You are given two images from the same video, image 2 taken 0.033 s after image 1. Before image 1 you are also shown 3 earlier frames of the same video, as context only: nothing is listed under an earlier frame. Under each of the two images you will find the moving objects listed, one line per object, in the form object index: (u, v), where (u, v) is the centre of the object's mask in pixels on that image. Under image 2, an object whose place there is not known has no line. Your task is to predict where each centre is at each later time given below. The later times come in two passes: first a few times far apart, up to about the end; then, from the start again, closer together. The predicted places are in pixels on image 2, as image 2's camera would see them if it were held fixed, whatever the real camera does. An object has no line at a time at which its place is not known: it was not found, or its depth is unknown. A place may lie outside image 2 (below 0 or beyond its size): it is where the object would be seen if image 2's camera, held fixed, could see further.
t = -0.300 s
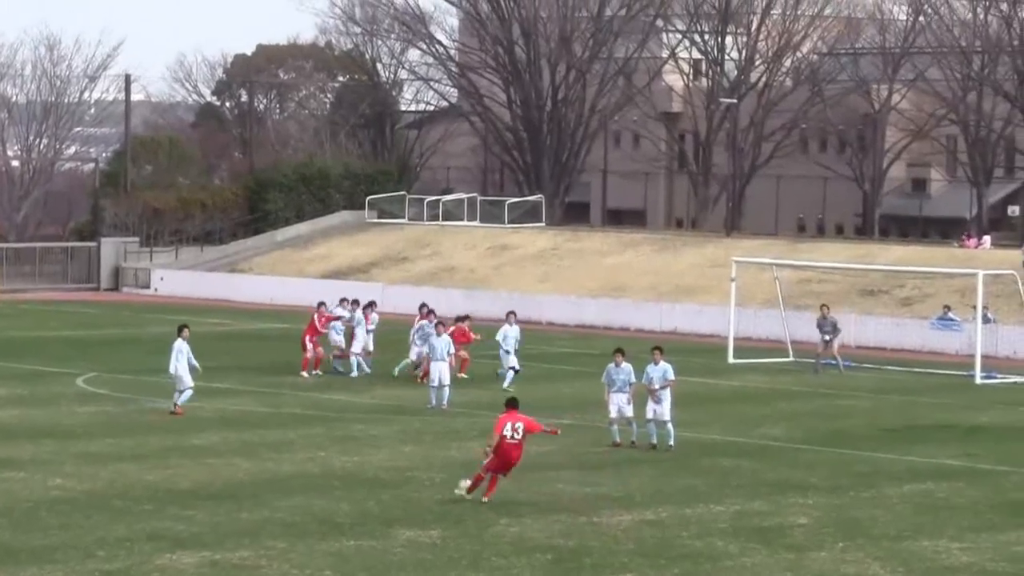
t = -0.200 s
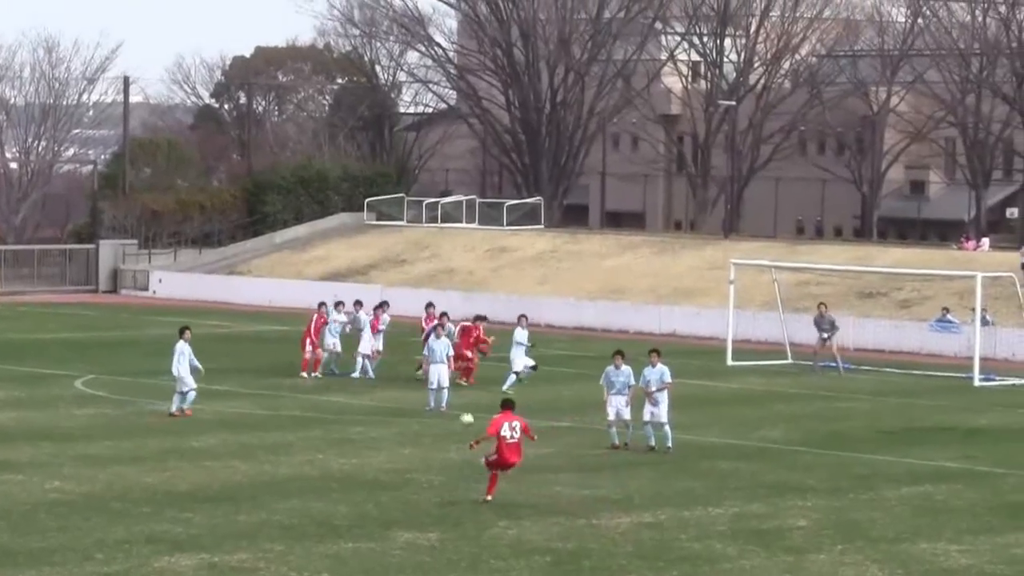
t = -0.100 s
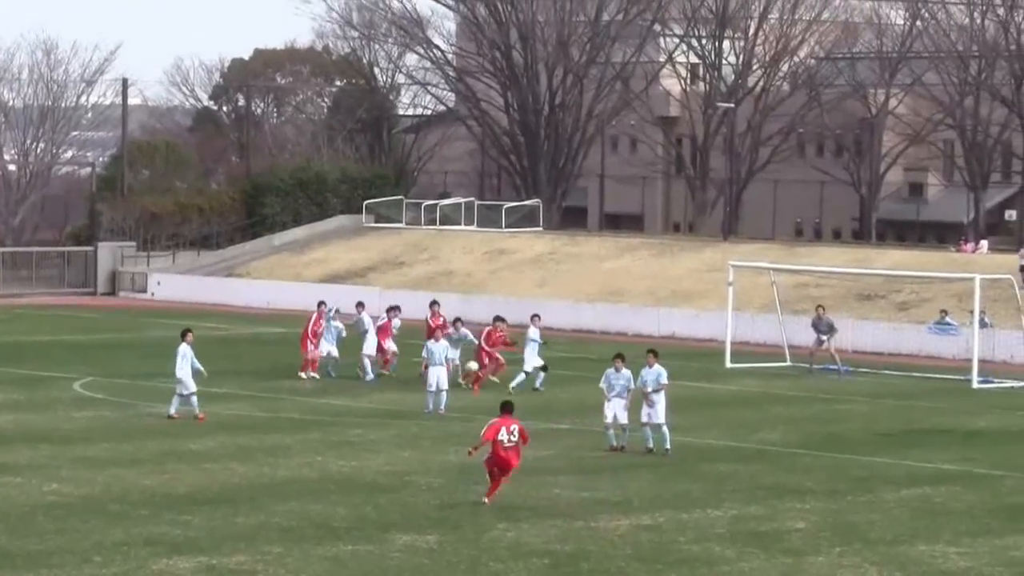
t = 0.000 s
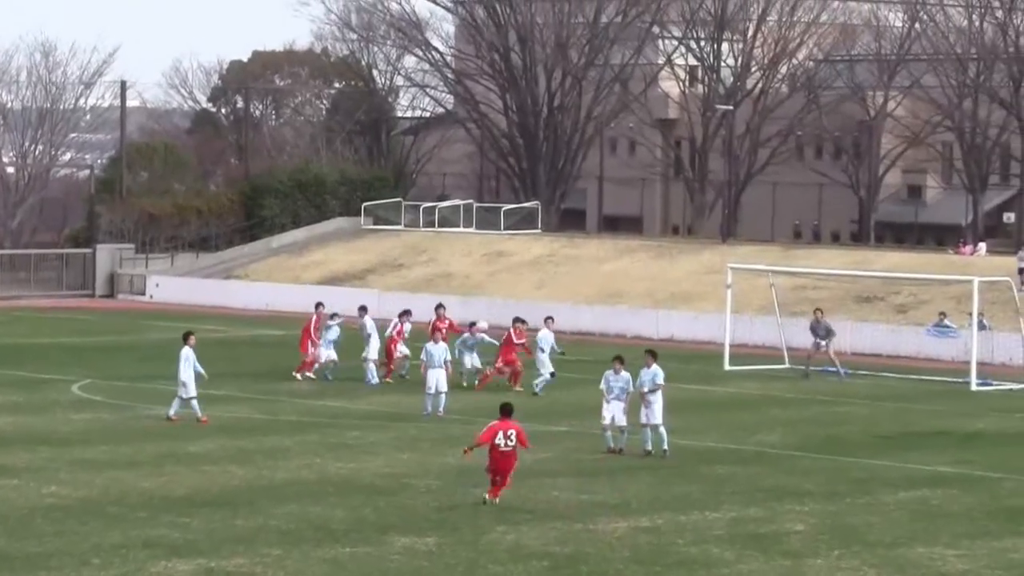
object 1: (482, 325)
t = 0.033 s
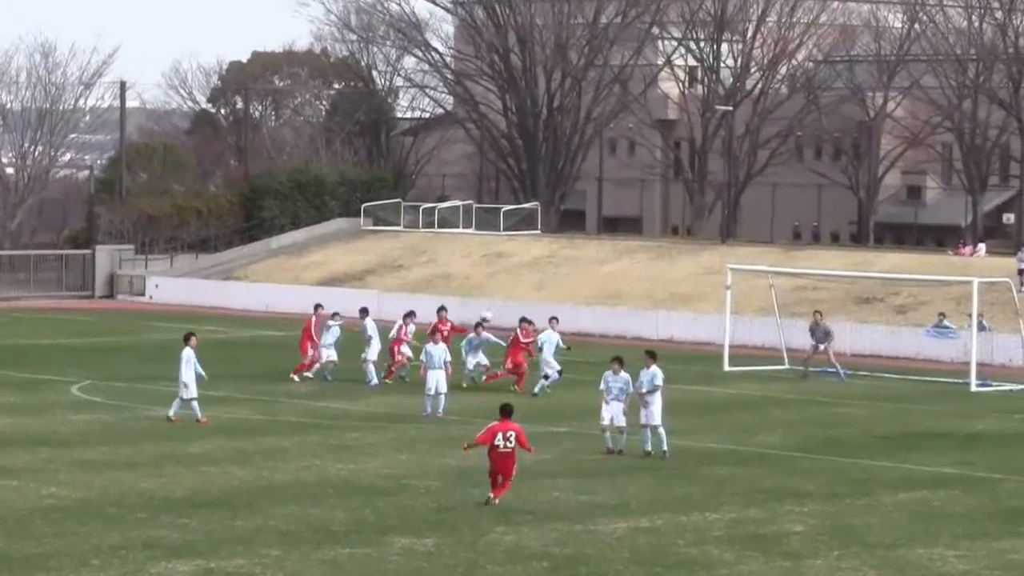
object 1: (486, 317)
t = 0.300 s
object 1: (530, 255)
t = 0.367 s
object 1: (542, 248)
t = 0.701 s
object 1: (611, 249)
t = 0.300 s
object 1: (530, 255)
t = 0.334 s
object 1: (536, 251)
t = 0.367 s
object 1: (542, 248)
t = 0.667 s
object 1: (604, 246)
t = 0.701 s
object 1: (611, 249)
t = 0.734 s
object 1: (619, 252)
